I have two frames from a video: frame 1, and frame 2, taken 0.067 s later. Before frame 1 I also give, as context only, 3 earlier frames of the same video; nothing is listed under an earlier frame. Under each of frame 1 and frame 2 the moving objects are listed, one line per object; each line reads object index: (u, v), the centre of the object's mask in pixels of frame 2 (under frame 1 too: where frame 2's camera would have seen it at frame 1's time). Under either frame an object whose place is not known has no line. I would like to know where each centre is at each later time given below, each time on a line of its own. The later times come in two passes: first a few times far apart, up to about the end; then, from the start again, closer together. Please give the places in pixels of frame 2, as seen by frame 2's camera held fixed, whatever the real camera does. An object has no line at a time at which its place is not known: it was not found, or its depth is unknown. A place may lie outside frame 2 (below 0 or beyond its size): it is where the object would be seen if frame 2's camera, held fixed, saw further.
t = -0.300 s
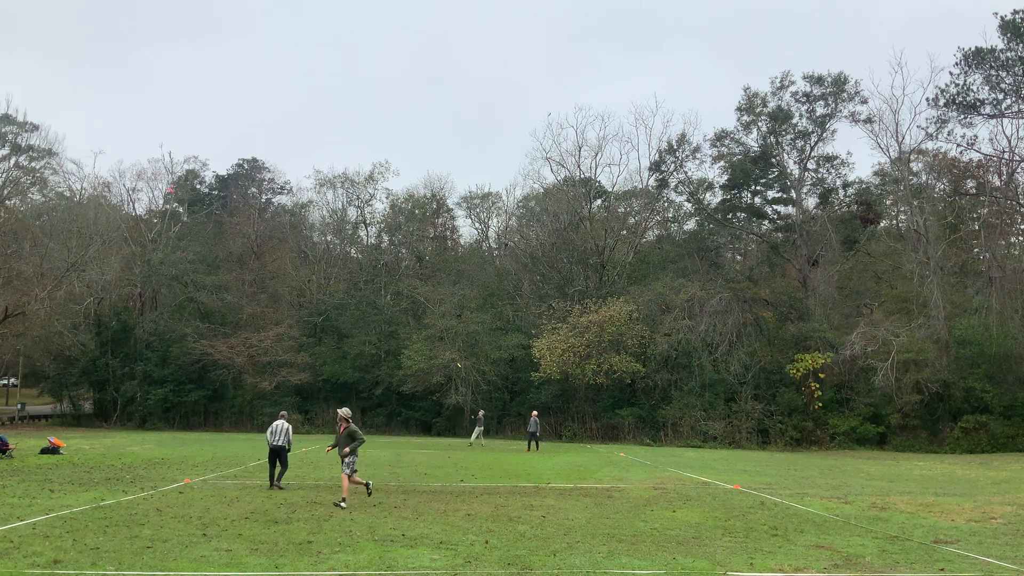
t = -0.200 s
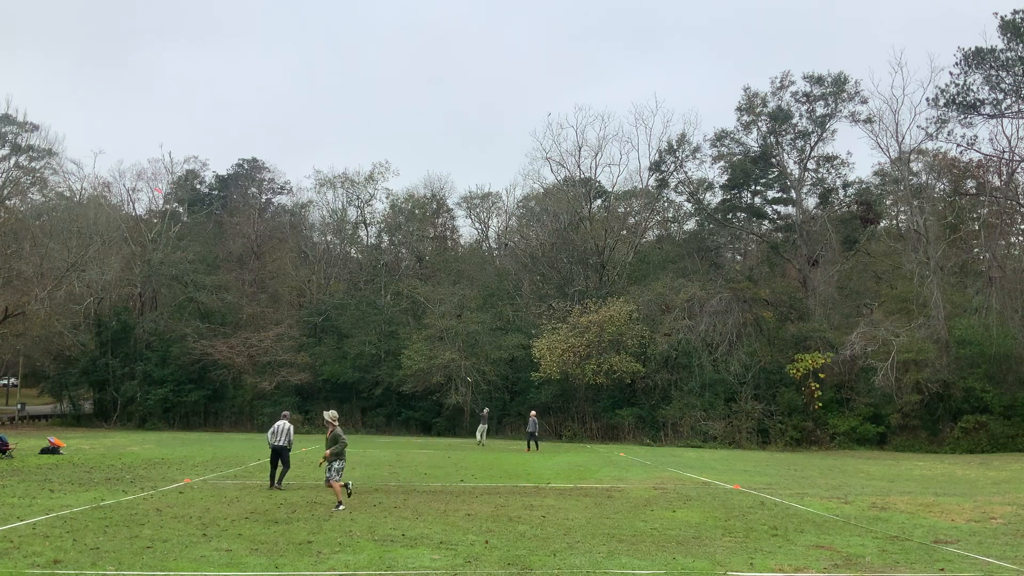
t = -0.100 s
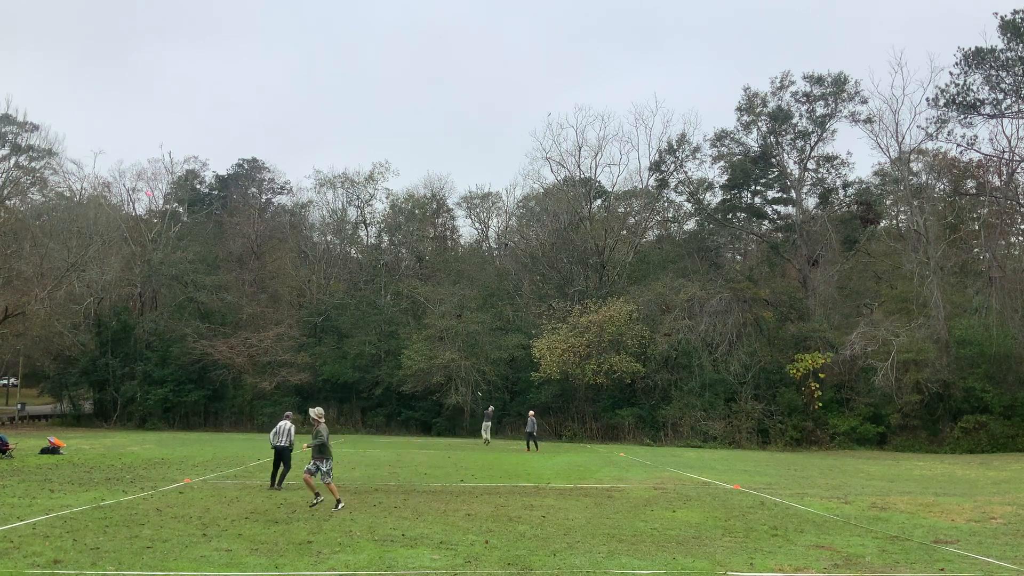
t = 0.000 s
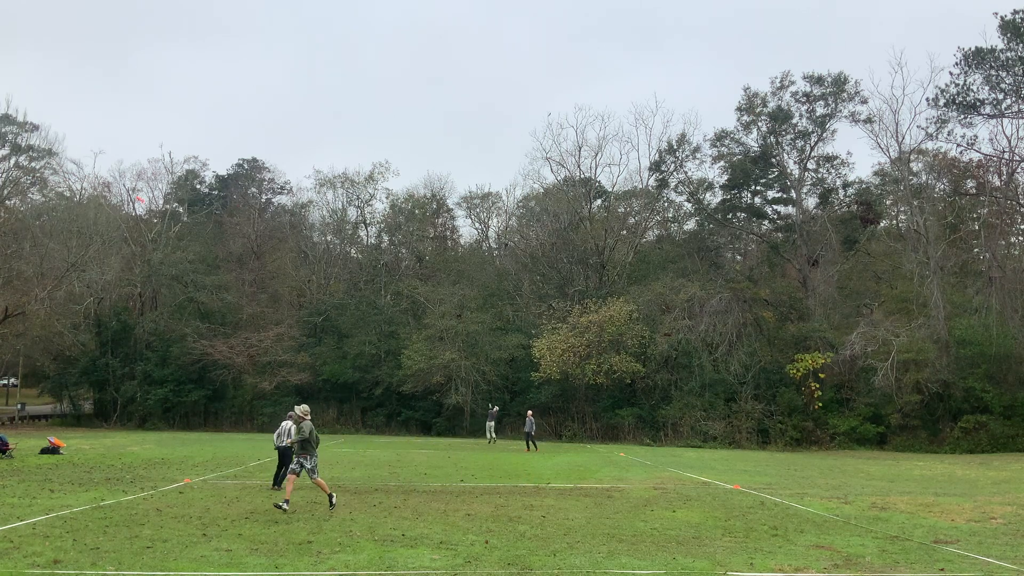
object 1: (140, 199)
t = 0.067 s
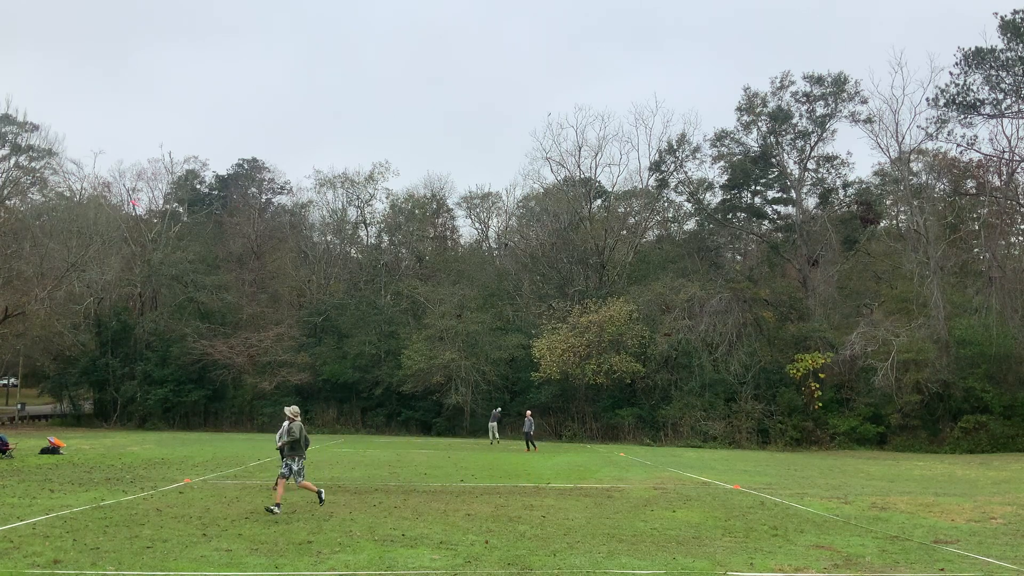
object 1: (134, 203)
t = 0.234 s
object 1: (125, 218)
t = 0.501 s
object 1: (117, 254)
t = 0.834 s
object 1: (125, 331)
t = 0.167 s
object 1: (128, 211)
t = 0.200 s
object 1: (126, 214)
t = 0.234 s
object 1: (125, 218)
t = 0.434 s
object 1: (118, 243)
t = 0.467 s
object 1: (118, 249)
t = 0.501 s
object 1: (117, 254)
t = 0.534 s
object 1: (117, 260)
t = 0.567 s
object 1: (118, 267)
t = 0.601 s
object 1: (118, 273)
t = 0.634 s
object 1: (119, 280)
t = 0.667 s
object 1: (119, 288)
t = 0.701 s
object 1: (120, 295)
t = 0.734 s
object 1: (121, 304)
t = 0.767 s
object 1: (121, 313)
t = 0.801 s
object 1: (123, 322)
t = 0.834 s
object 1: (125, 331)
